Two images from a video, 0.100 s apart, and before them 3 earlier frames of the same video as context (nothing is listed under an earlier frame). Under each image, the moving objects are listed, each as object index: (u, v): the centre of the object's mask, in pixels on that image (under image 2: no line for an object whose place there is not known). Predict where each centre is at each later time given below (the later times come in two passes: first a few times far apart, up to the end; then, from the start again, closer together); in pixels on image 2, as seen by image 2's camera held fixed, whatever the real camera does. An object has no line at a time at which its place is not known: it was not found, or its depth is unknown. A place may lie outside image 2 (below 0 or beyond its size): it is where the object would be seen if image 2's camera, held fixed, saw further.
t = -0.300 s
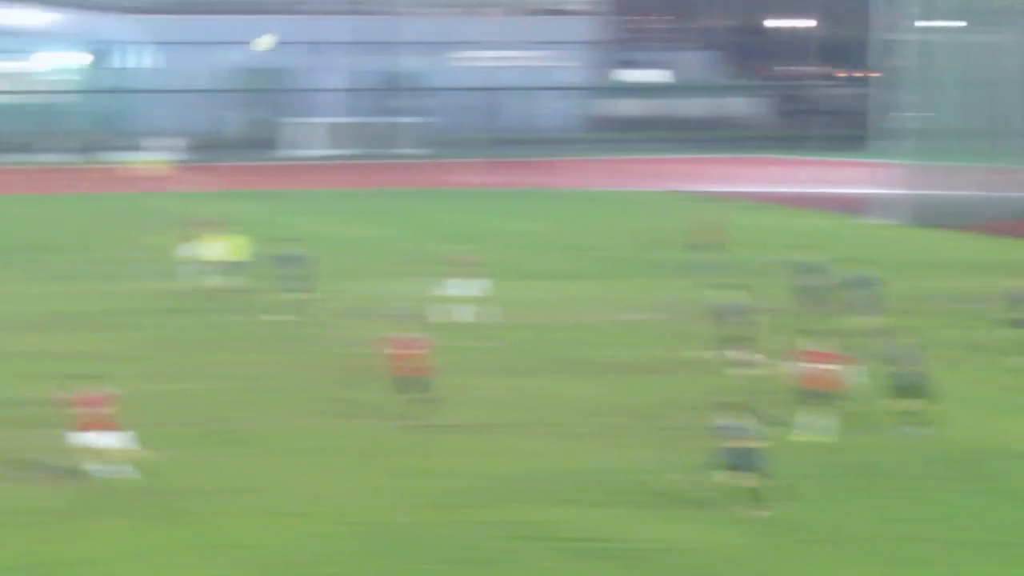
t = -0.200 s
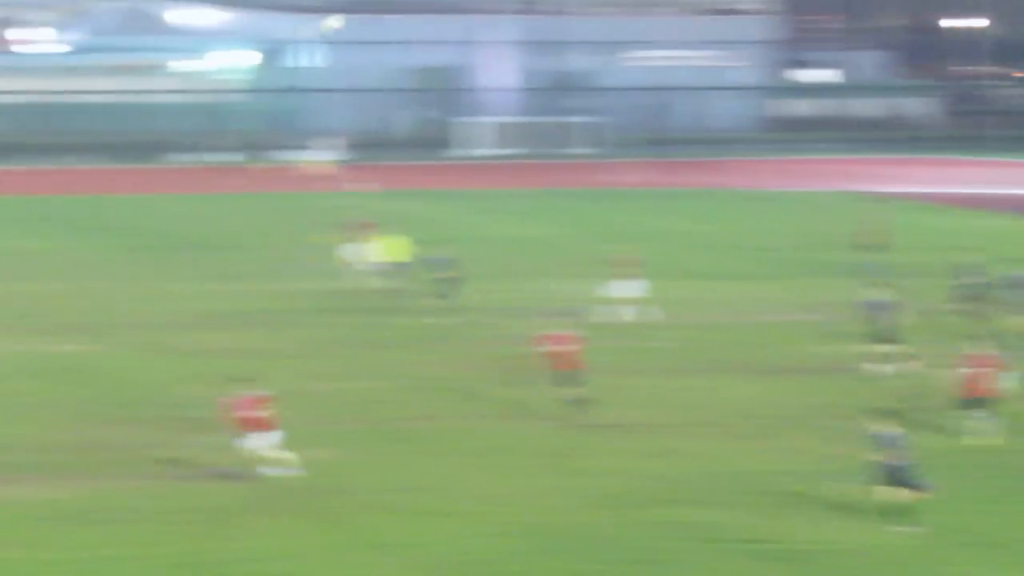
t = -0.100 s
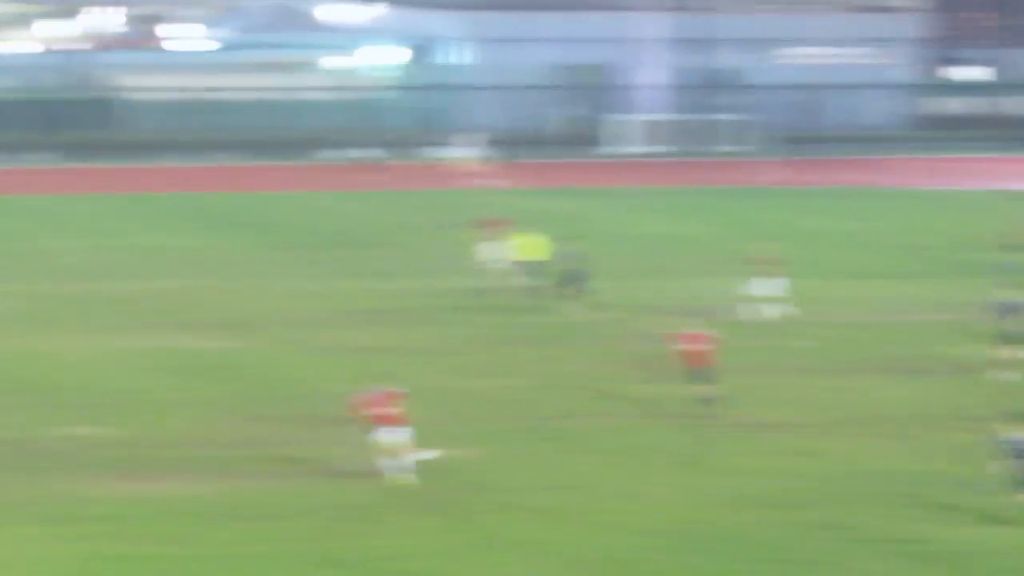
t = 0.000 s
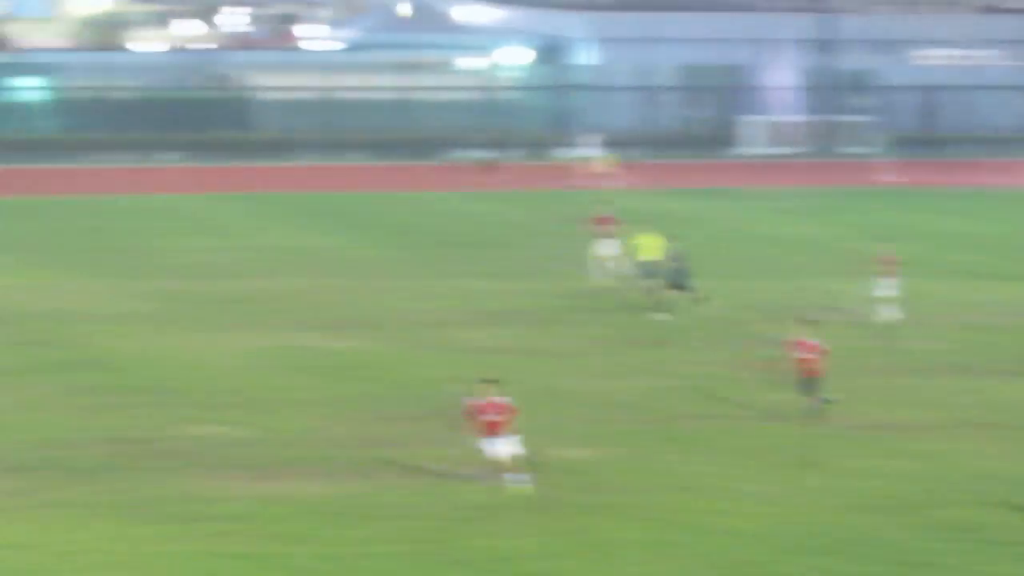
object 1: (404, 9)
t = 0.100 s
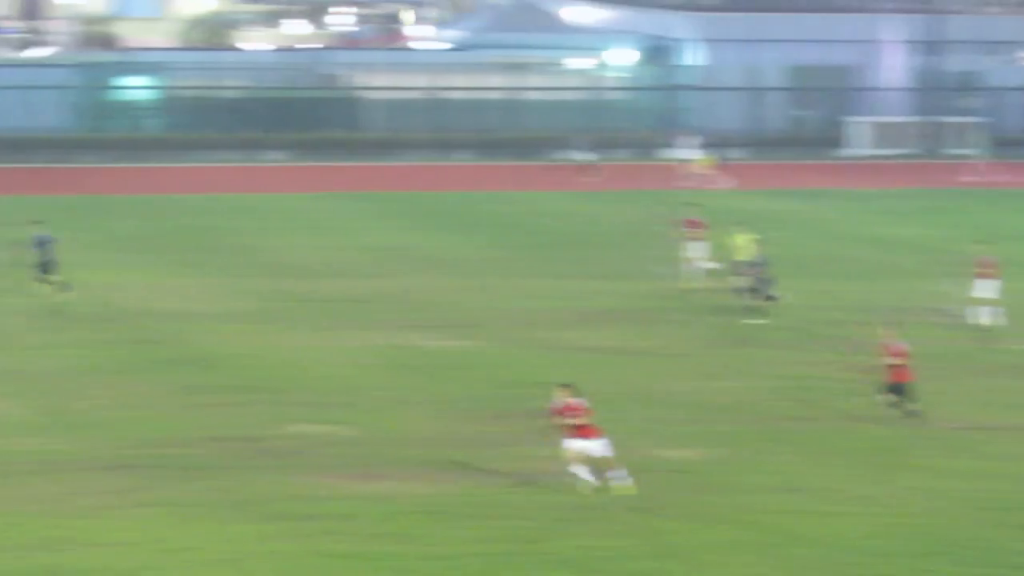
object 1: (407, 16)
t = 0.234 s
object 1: (271, 42)
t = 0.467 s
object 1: (13, 127)
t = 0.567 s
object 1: (-108, 182)
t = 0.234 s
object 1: (271, 42)
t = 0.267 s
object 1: (234, 52)
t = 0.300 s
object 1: (199, 60)
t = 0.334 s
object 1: (163, 72)
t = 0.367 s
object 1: (125, 83)
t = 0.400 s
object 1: (90, 97)
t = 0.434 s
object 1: (52, 112)
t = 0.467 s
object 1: (13, 127)
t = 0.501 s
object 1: (-27, 145)
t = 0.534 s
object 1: (-68, 161)
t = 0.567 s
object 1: (-108, 182)
